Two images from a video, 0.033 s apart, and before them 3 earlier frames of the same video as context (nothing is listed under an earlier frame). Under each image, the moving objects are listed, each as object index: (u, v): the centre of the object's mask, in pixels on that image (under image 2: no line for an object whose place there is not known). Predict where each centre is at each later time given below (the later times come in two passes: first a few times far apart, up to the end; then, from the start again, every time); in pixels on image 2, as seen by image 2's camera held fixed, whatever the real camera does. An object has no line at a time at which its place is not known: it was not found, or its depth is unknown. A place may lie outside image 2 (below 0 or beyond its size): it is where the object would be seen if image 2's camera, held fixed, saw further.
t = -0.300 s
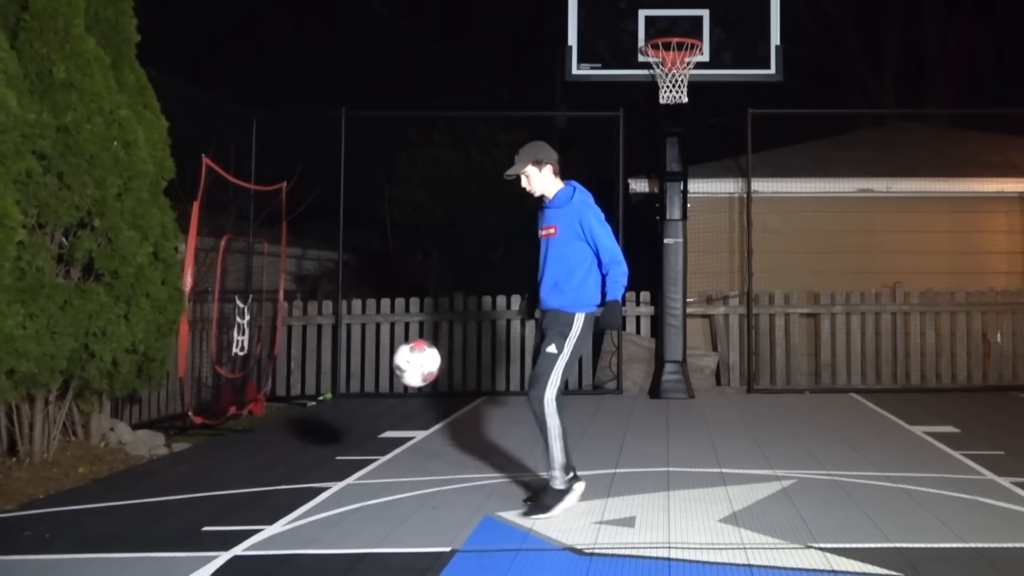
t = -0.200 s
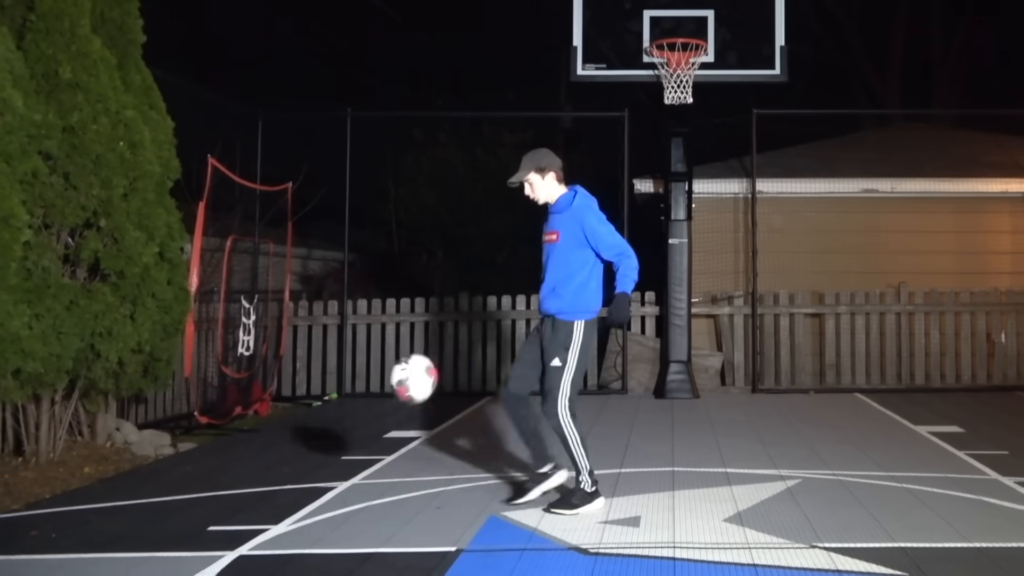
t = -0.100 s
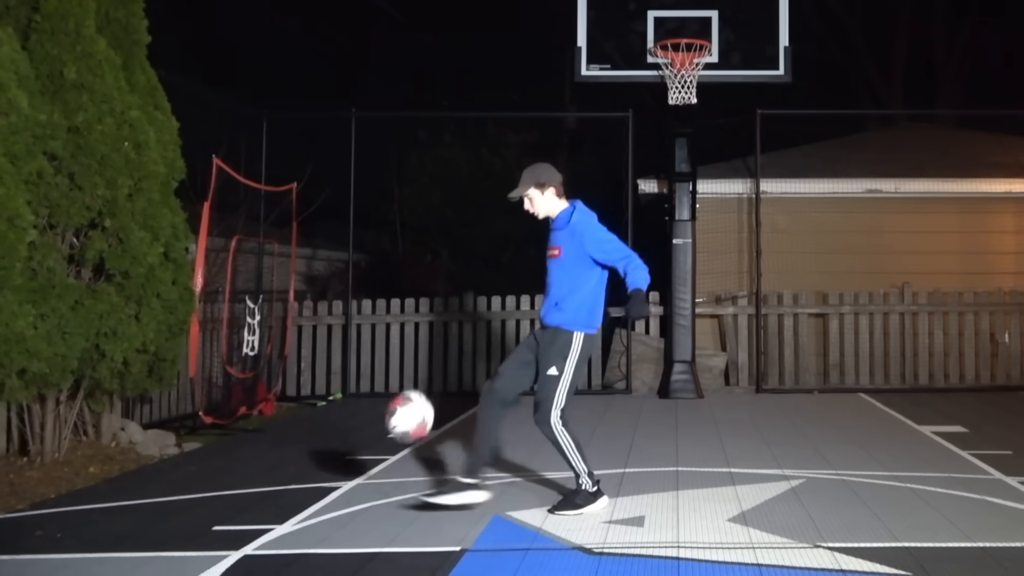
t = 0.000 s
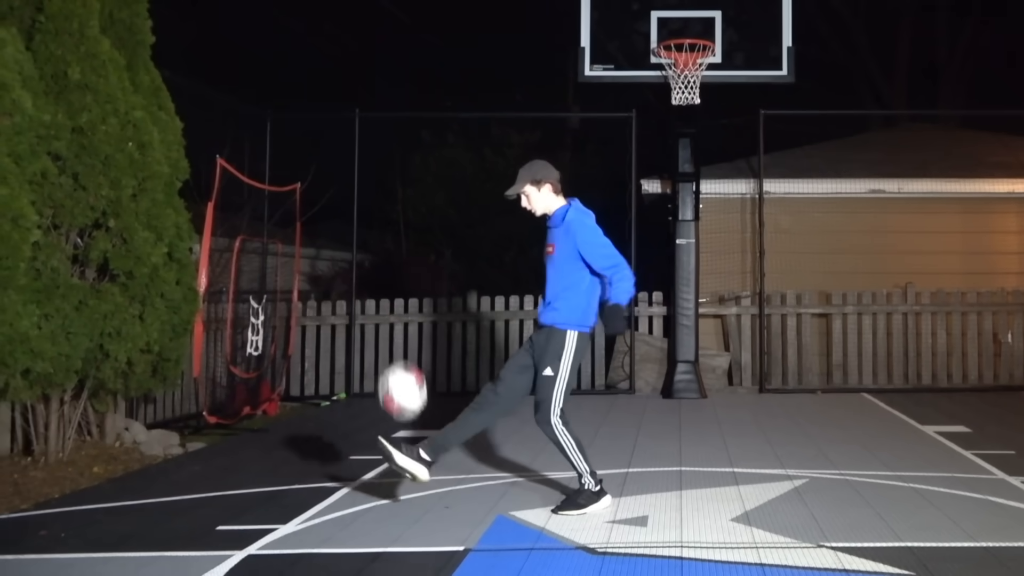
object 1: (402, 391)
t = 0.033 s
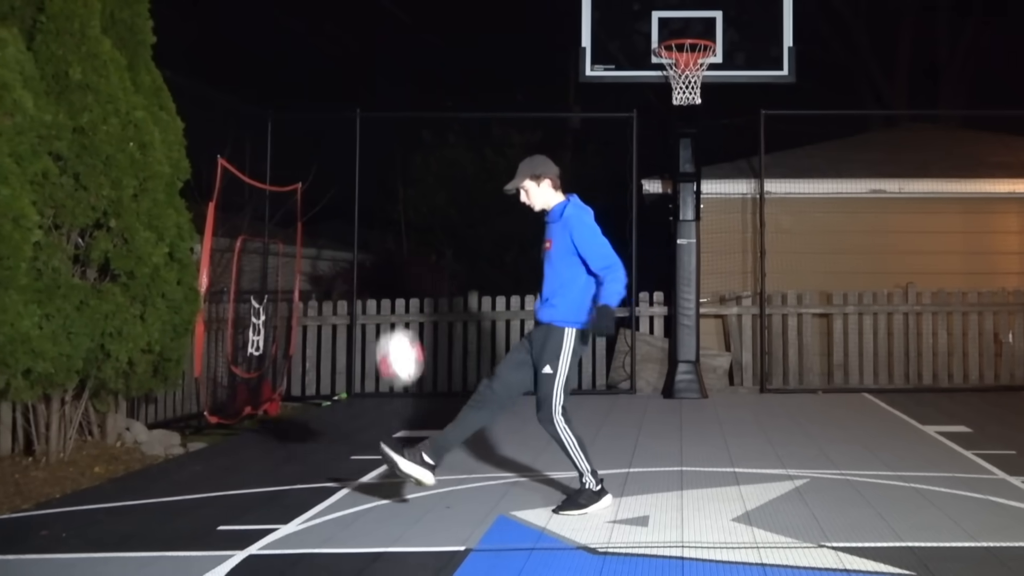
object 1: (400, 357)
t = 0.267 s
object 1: (367, 176)
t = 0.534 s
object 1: (323, 103)
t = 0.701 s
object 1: (291, 140)
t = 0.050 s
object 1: (397, 341)
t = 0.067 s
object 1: (395, 325)
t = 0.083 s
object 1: (392, 308)
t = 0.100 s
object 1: (390, 294)
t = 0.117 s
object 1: (387, 280)
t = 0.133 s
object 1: (385, 266)
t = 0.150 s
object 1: (383, 253)
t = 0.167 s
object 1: (380, 240)
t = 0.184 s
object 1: (378, 228)
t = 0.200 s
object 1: (376, 216)
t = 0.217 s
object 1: (373, 205)
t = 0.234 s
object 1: (372, 195)
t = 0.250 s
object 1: (370, 185)
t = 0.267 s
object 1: (367, 176)
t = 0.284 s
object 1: (365, 167)
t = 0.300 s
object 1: (362, 159)
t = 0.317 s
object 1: (360, 151)
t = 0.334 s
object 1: (357, 144)
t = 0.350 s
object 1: (354, 137)
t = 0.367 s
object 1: (351, 131)
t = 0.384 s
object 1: (349, 126)
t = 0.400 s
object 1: (346, 121)
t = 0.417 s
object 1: (343, 116)
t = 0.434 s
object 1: (340, 112)
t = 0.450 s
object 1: (337, 109)
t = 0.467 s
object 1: (335, 107)
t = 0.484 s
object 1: (332, 105)
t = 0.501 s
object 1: (329, 104)
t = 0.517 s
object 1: (326, 103)
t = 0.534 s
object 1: (323, 103)
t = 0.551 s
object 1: (320, 104)
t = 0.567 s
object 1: (316, 105)
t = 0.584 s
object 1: (313, 107)
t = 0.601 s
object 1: (310, 109)
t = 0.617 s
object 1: (307, 113)
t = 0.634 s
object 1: (304, 117)
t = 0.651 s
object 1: (301, 122)
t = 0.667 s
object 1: (298, 127)
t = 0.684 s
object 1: (294, 133)
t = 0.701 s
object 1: (291, 140)
